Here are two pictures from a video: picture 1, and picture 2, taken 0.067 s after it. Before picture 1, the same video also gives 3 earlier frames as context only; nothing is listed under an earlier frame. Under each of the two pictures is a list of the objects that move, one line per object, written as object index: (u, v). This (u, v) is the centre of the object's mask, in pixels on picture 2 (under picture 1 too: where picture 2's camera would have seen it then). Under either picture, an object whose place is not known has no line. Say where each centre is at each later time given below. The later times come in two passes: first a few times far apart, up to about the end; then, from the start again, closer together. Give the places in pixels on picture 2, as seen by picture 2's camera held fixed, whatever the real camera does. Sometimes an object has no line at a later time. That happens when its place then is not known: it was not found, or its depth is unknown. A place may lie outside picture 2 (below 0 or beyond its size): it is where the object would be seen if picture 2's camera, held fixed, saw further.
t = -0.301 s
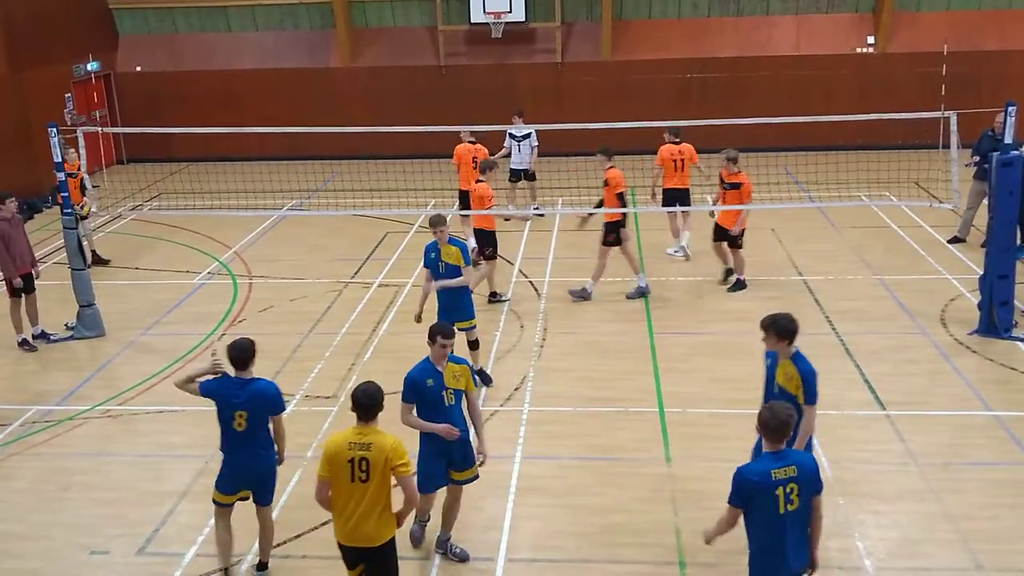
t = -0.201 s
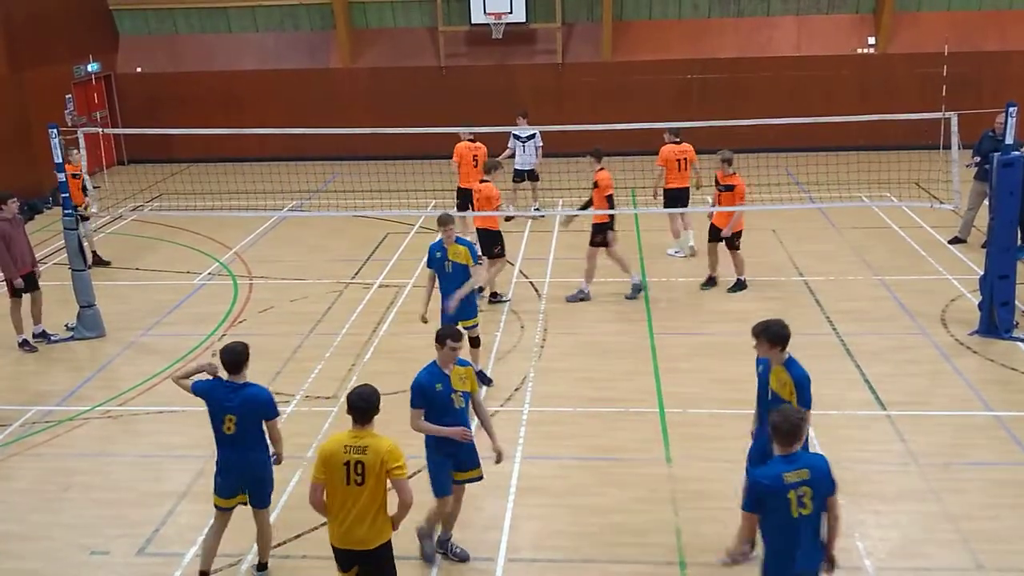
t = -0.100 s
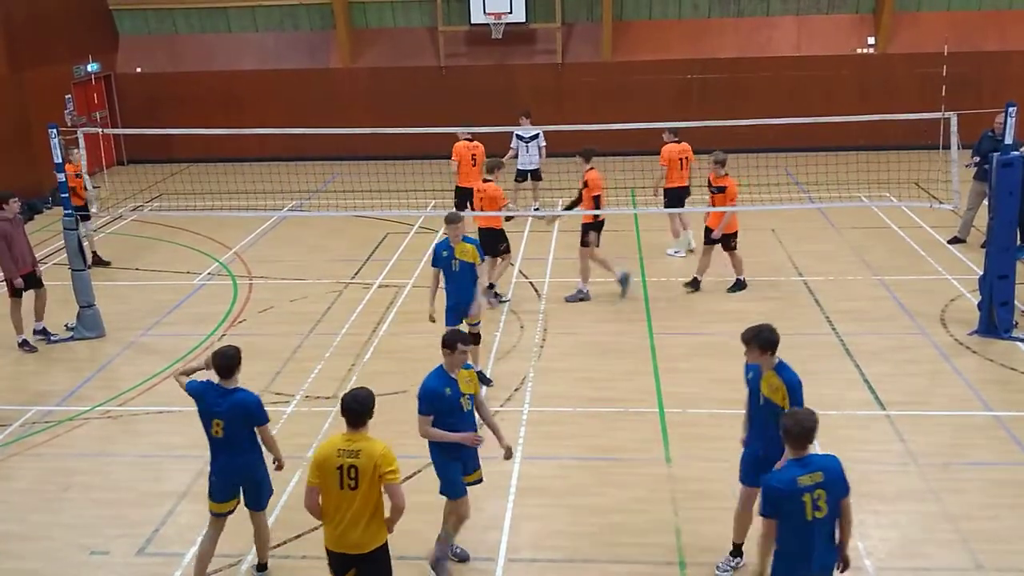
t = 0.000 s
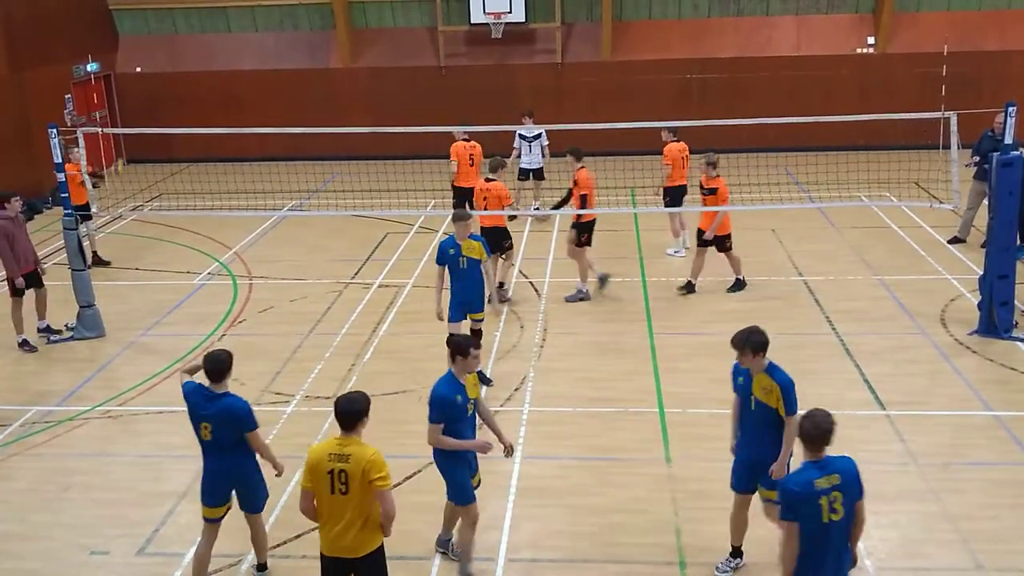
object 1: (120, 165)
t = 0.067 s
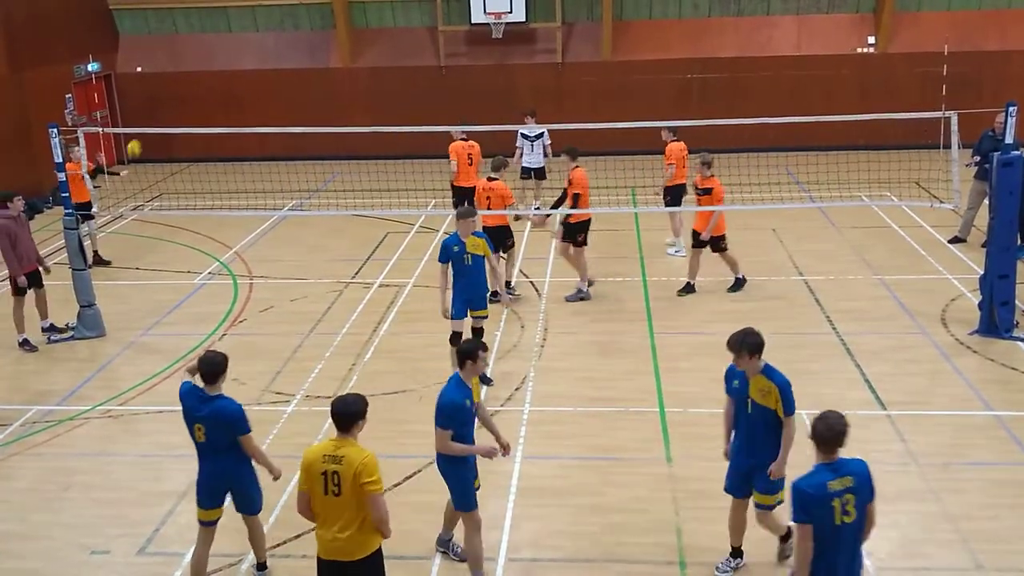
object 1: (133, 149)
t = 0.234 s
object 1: (170, 114)
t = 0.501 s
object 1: (232, 98)
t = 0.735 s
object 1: (288, 122)
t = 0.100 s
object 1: (140, 140)
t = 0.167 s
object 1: (156, 122)
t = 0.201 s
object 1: (163, 119)
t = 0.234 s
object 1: (170, 114)
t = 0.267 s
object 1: (179, 109)
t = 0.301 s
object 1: (187, 105)
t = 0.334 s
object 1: (194, 102)
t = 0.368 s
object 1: (200, 100)
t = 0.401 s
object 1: (210, 97)
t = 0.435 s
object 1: (219, 98)
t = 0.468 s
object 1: (225, 98)
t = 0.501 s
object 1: (232, 98)
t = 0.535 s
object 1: (241, 99)
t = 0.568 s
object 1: (249, 102)
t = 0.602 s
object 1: (257, 106)
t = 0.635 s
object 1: (265, 109)
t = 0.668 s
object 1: (271, 112)
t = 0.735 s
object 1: (288, 122)
